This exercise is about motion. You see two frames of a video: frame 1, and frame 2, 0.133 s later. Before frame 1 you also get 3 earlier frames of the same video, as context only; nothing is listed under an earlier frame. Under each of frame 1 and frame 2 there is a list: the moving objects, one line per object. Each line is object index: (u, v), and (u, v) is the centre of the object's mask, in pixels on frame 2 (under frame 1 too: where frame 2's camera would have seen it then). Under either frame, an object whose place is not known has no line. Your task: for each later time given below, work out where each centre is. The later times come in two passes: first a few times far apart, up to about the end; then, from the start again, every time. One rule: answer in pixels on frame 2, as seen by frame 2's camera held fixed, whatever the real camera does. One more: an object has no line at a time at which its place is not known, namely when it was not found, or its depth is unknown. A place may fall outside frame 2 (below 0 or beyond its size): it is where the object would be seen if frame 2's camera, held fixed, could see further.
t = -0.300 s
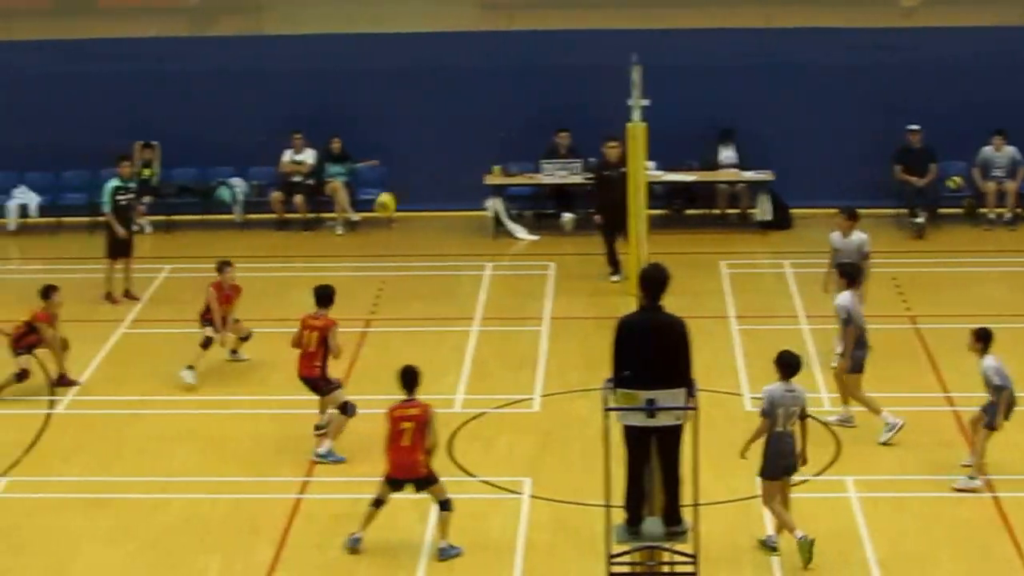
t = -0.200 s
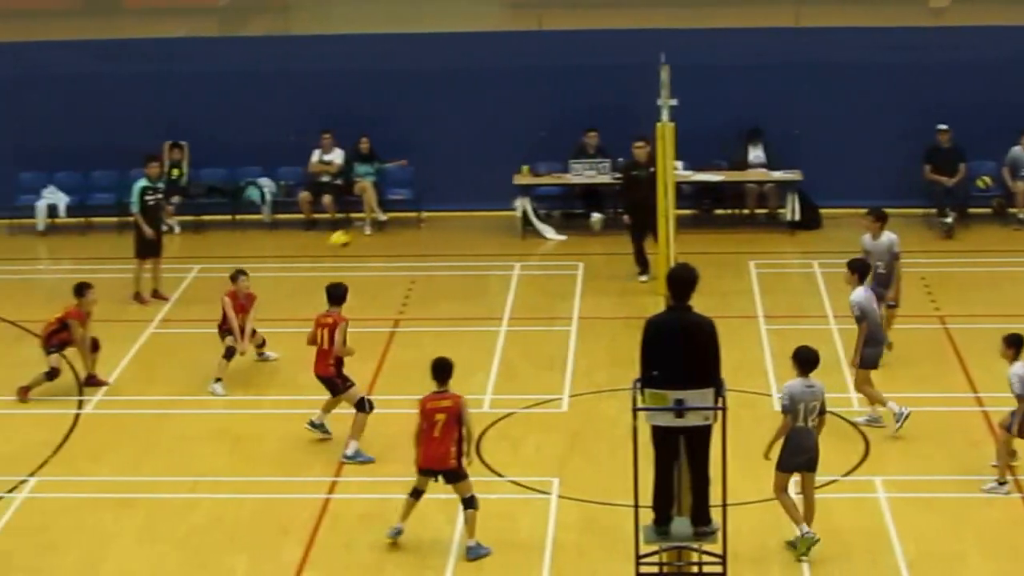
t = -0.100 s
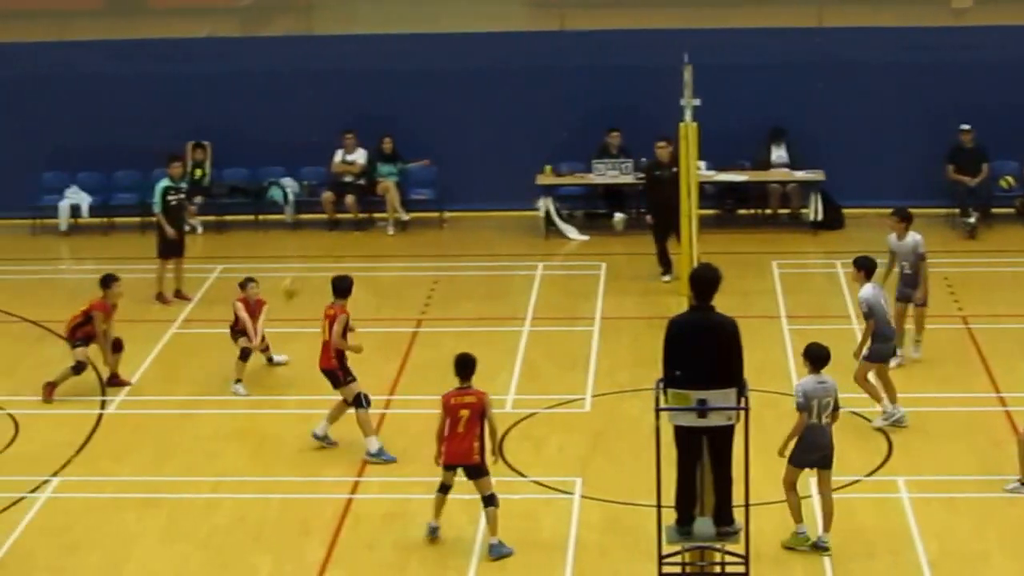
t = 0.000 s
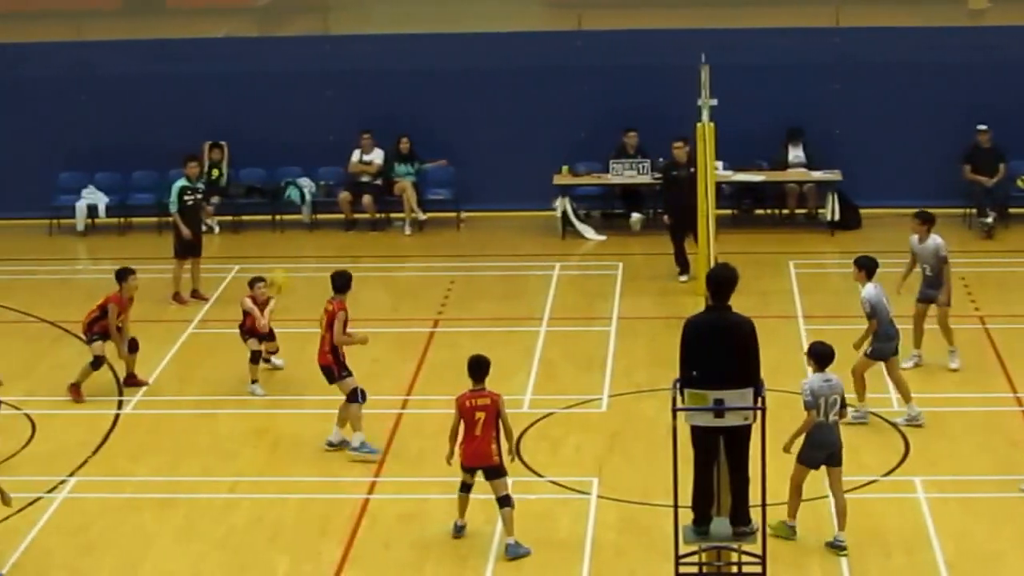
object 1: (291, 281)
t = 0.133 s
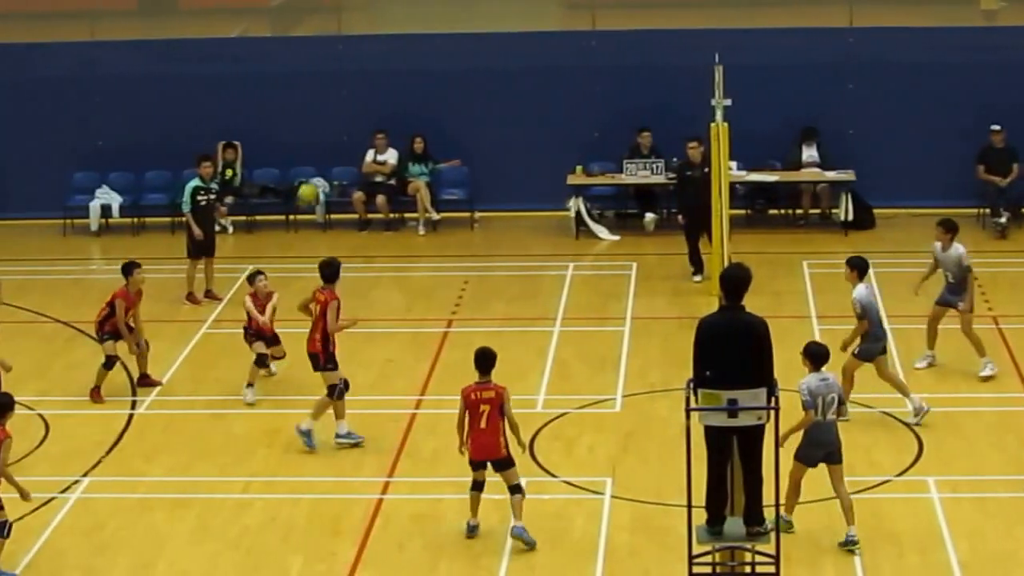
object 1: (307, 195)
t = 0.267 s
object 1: (326, 124)
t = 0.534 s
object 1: (367, 32)
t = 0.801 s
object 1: (415, 12)
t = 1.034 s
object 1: (461, 61)
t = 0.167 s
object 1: (311, 173)
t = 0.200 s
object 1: (316, 157)
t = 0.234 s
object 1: (321, 140)
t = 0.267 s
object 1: (326, 124)
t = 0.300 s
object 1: (330, 109)
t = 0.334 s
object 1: (336, 94)
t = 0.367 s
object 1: (341, 81)
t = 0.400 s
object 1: (346, 69)
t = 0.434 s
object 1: (351, 58)
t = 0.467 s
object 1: (356, 47)
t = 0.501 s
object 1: (360, 40)
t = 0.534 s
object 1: (367, 32)
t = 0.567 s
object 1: (371, 26)
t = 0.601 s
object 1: (379, 21)
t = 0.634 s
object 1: (385, 15)
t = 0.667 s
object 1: (389, 12)
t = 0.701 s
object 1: (396, 11)
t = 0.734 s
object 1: (402, 10)
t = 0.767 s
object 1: (409, 11)
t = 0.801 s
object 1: (415, 12)
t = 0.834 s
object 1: (422, 14)
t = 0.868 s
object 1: (428, 20)
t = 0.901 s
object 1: (434, 25)
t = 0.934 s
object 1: (440, 32)
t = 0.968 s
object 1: (448, 41)
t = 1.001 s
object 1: (453, 49)
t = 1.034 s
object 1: (461, 61)
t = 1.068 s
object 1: (467, 72)
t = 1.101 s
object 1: (474, 84)
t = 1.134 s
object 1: (481, 98)
